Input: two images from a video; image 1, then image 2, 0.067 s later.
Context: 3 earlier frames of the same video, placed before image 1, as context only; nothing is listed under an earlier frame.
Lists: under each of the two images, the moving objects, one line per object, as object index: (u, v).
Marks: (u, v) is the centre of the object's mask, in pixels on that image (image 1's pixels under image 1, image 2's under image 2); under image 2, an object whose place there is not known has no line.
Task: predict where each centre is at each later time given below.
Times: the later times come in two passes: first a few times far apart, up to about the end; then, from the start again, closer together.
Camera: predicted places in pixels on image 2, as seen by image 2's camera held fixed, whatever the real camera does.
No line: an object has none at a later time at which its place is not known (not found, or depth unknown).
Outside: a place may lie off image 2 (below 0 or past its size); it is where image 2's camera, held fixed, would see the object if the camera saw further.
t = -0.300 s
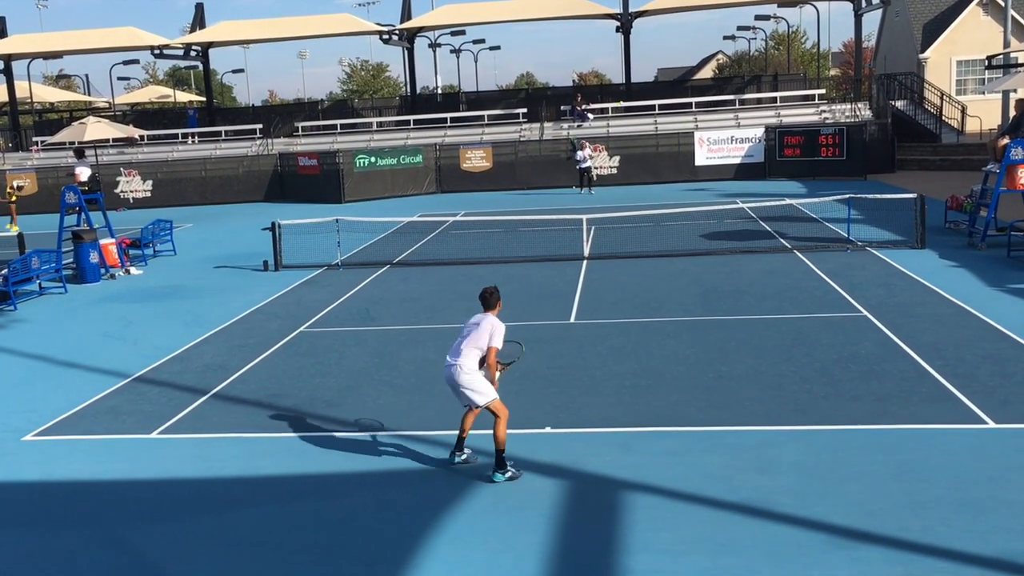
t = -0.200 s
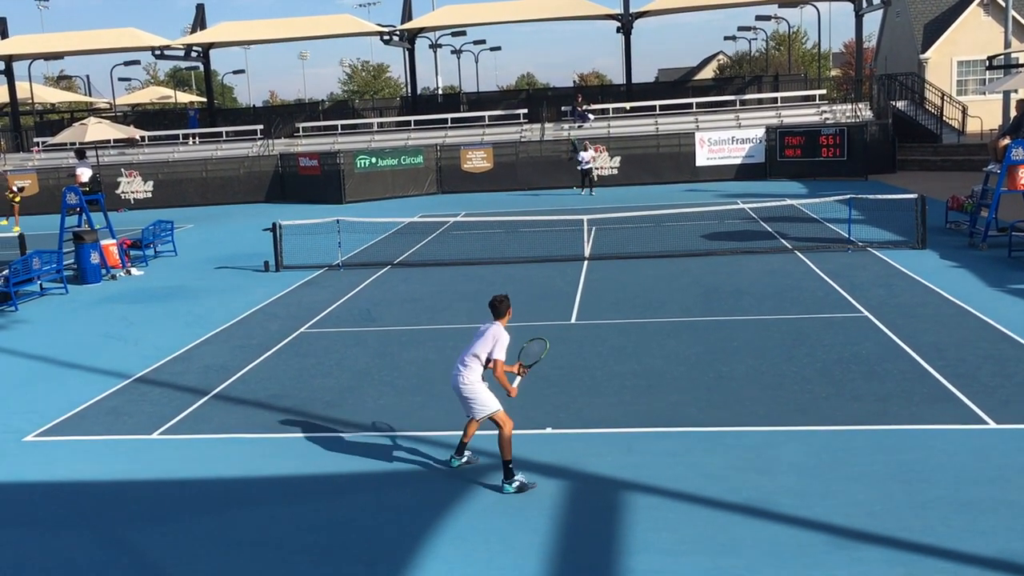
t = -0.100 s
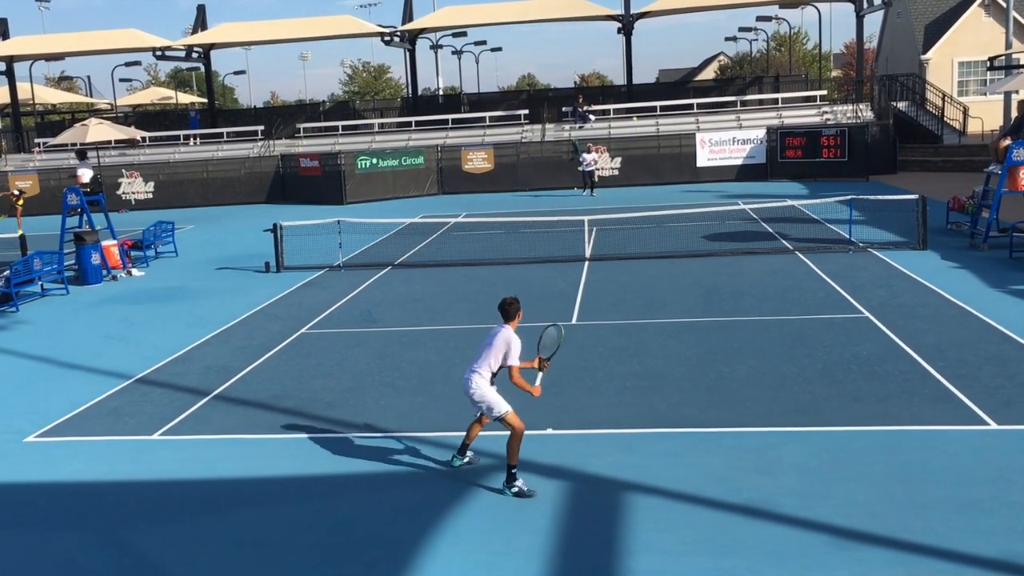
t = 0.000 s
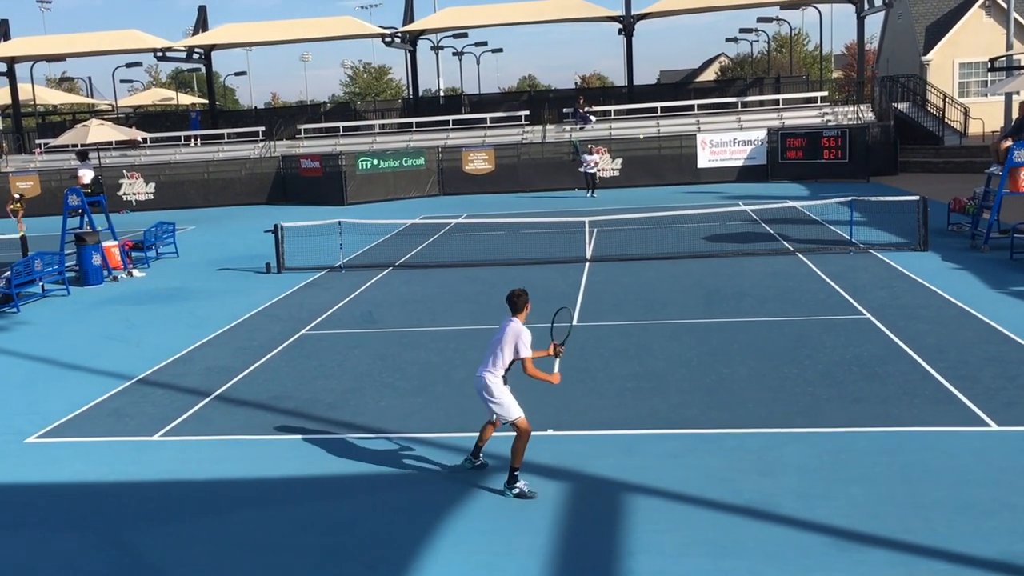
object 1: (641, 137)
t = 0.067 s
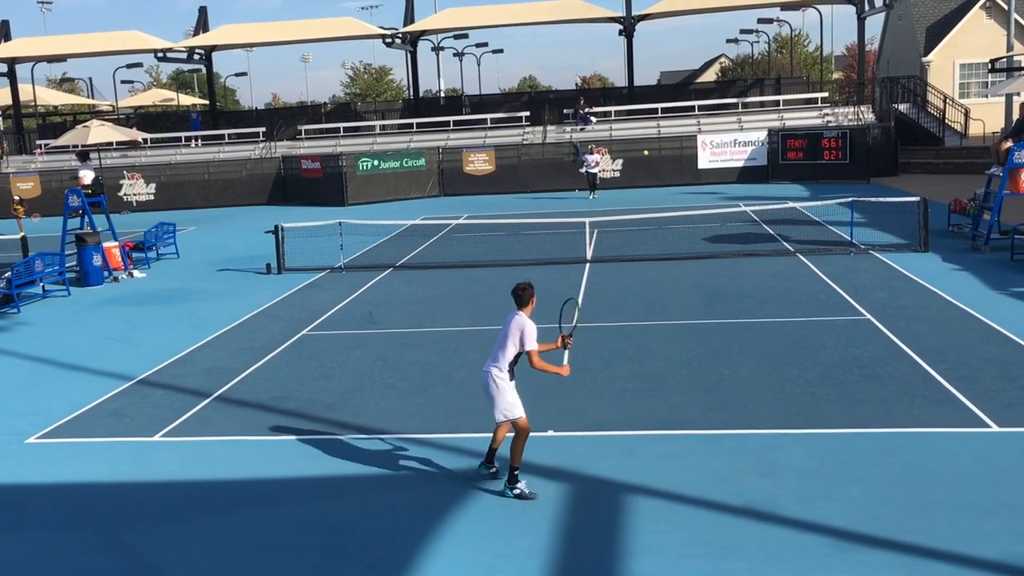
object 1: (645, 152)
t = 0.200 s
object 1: (655, 195)
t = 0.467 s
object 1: (674, 346)
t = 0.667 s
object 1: (681, 309)
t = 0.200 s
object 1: (655, 195)
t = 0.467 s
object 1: (674, 346)
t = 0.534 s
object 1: (678, 346)
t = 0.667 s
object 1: (681, 309)
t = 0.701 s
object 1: (682, 302)
